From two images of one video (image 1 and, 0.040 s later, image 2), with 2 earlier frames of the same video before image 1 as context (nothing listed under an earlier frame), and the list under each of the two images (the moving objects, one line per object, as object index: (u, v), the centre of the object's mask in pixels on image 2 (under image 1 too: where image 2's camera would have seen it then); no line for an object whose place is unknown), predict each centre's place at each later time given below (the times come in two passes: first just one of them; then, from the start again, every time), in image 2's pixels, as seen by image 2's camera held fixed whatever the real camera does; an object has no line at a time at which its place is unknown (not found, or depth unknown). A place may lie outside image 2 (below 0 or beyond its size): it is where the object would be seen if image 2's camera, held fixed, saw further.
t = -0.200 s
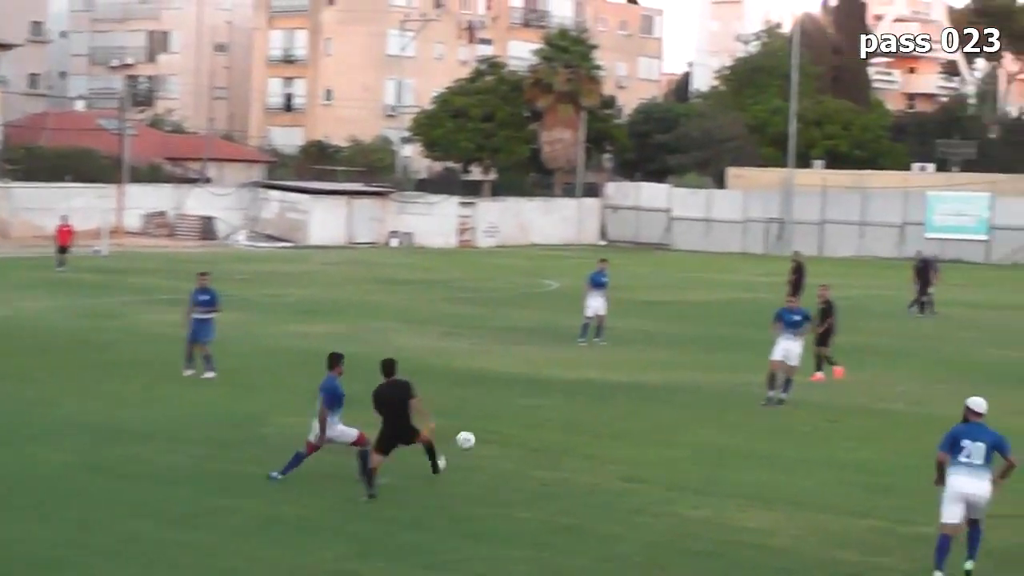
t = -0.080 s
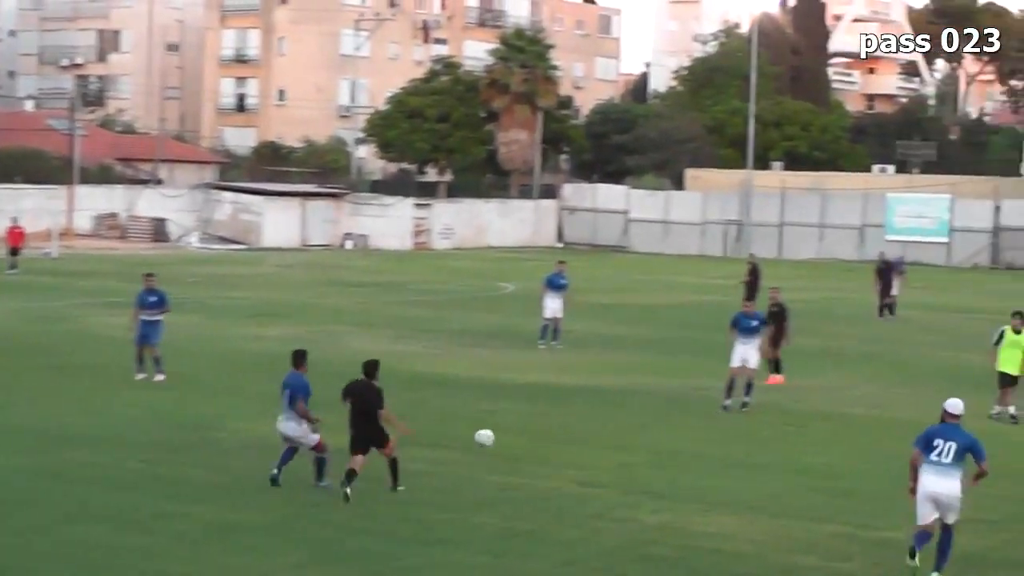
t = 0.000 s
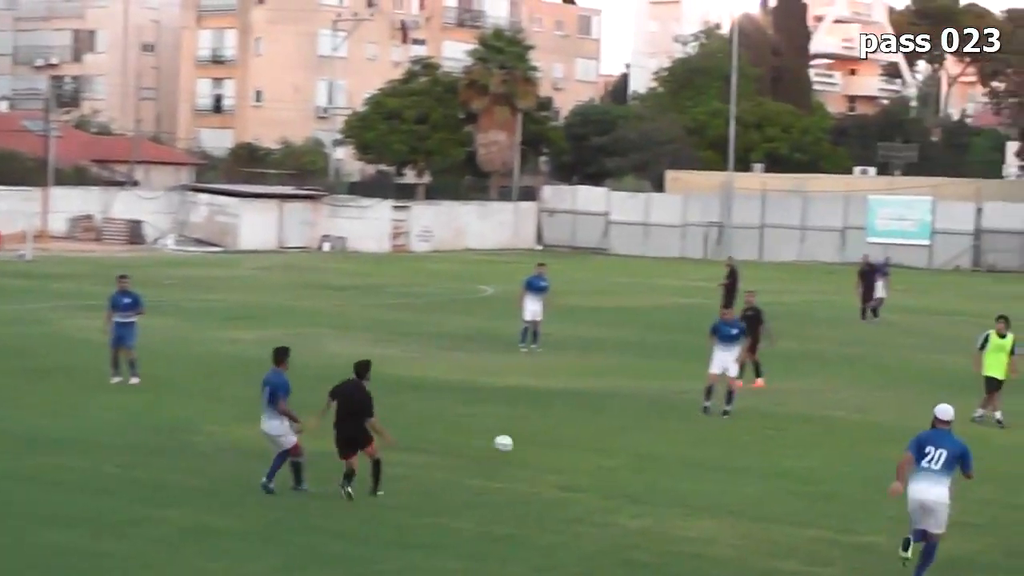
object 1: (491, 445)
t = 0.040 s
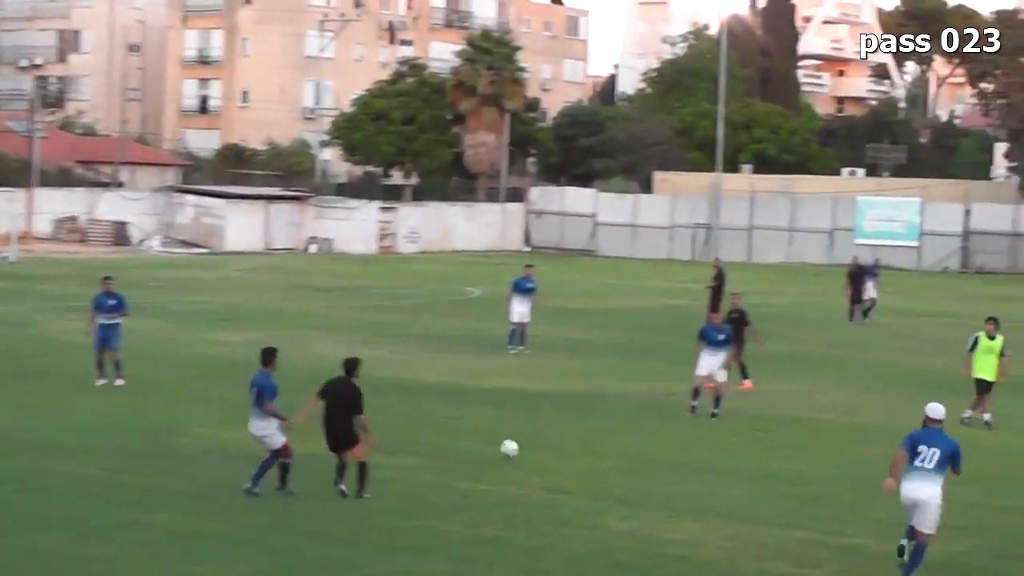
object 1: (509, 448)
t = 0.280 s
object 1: (601, 434)
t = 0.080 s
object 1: (528, 452)
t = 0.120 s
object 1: (544, 449)
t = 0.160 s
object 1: (559, 443)
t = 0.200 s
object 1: (573, 439)
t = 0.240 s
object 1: (588, 436)
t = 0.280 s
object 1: (601, 434)
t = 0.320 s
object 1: (614, 433)
